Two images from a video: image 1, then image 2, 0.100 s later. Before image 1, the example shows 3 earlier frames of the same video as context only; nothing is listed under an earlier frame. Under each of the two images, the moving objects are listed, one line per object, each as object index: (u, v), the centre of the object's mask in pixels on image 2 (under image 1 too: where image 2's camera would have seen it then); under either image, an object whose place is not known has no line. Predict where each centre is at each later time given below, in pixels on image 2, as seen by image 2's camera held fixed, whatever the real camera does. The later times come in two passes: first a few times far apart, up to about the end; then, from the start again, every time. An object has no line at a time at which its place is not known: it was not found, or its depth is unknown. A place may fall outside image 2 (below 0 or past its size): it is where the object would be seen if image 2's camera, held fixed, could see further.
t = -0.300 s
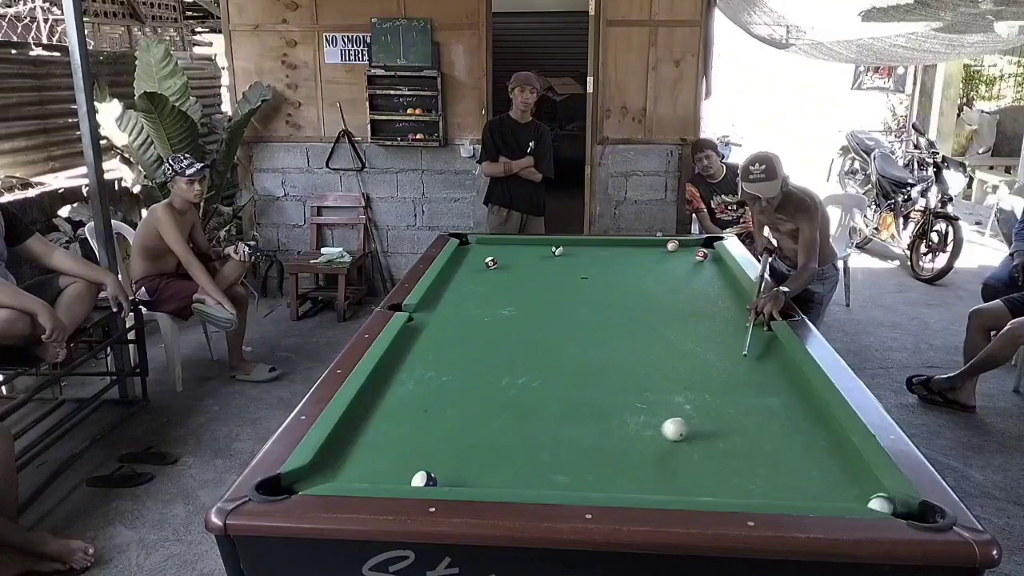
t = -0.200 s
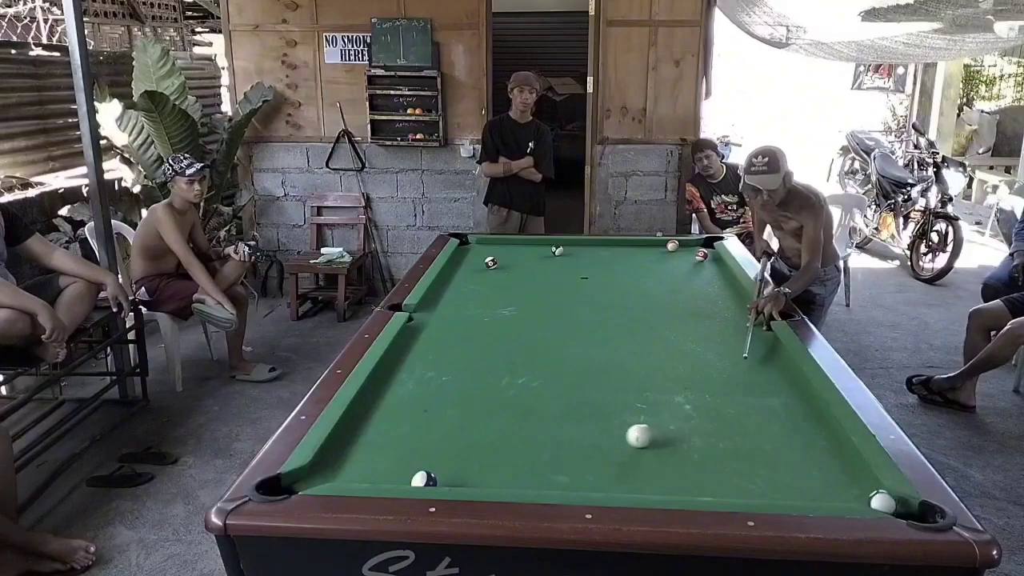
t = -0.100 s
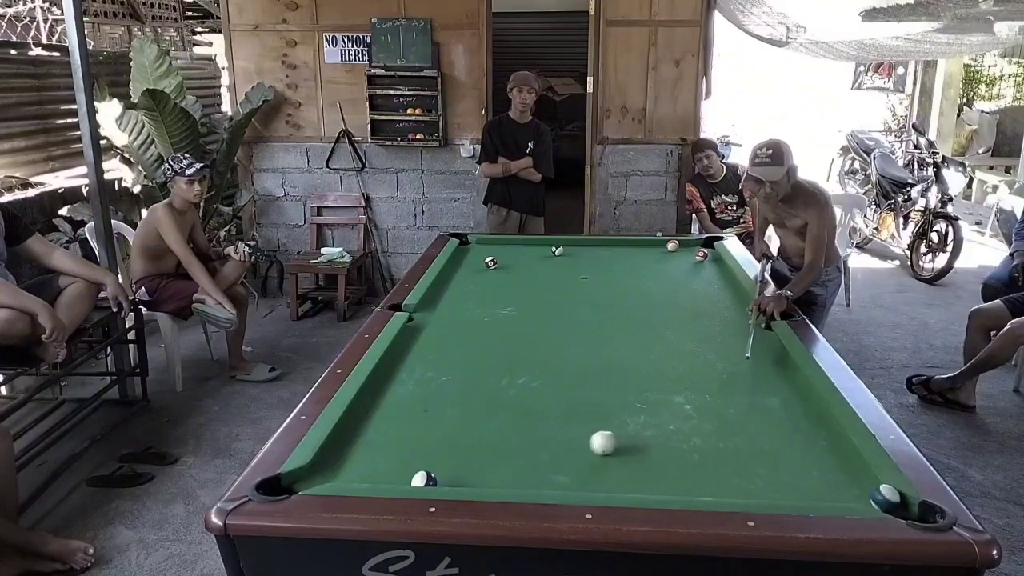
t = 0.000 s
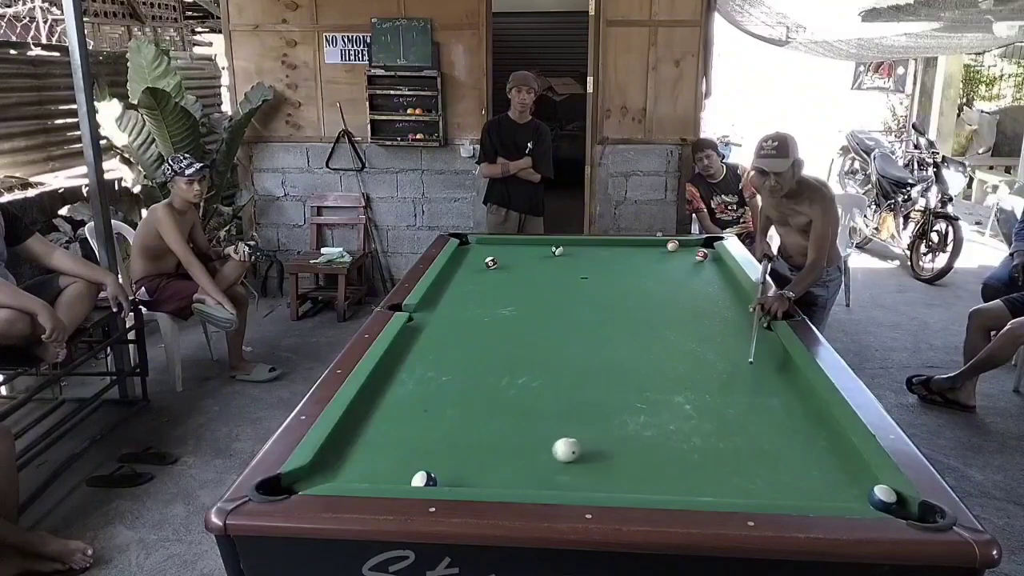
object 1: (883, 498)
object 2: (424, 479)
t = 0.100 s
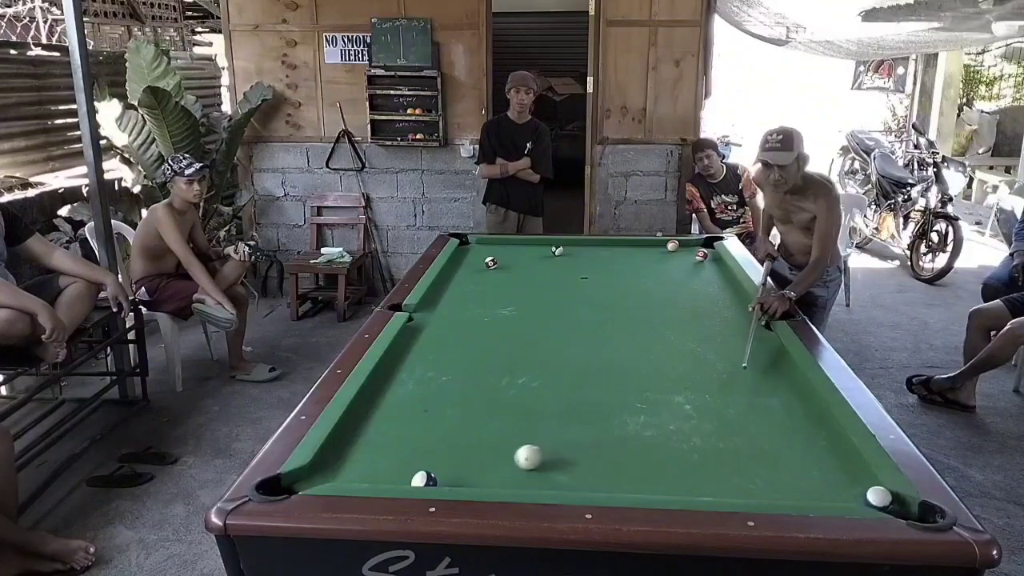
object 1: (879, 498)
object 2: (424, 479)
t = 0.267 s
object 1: (873, 500)
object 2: (424, 479)
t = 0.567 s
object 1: (868, 499)
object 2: (402, 475)
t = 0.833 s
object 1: (868, 499)
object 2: (381, 469)
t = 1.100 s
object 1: (868, 499)
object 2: (364, 462)
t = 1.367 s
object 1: (868, 500)
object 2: (349, 456)
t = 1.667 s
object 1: (868, 500)
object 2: (334, 450)
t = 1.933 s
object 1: (868, 500)
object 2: (336, 448)
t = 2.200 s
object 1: (868, 500)
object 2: (342, 447)
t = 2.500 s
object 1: (868, 500)
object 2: (345, 446)
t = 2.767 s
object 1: (868, 500)
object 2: (345, 446)
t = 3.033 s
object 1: (868, 500)
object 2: (345, 446)
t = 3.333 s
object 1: (868, 500)
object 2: (345, 446)
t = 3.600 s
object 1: (868, 500)
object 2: (345, 446)
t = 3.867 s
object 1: (868, 500)
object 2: (345, 446)
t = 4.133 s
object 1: (868, 500)
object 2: (345, 446)
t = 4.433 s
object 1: (868, 500)
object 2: (345, 446)
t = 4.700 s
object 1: (868, 500)
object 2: (345, 446)
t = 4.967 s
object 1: (868, 500)
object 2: (345, 446)
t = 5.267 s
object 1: (868, 500)
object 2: (344, 446)
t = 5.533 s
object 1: (868, 500)
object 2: (344, 446)
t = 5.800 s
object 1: (868, 500)
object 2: (344, 446)
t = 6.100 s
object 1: (868, 500)
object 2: (345, 446)
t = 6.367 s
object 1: (868, 500)
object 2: (344, 446)
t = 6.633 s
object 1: (868, 500)
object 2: (344, 446)
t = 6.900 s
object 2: (344, 446)
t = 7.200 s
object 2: (344, 446)
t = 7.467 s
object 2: (344, 446)
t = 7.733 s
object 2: (344, 446)
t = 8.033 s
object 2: (344, 446)
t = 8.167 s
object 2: (344, 446)
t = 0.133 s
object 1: (878, 498)
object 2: (424, 479)
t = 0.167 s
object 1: (875, 498)
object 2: (424, 479)
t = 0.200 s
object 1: (875, 499)
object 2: (424, 479)
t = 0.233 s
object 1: (874, 499)
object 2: (424, 479)
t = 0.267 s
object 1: (873, 500)
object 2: (424, 479)
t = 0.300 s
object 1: (872, 500)
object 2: (424, 479)
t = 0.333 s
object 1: (871, 500)
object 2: (422, 479)
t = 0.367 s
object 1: (870, 500)
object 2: (419, 478)
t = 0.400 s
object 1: (869, 500)
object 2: (416, 478)
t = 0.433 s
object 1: (869, 500)
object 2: (413, 477)
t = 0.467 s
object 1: (868, 500)
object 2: (410, 476)
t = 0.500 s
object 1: (868, 500)
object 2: (407, 476)
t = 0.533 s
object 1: (868, 499)
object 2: (404, 475)
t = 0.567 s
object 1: (868, 499)
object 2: (402, 475)
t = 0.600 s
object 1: (868, 499)
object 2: (399, 474)
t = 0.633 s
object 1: (868, 499)
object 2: (397, 473)
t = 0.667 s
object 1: (868, 499)
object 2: (394, 473)
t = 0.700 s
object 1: (868, 499)
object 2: (392, 472)
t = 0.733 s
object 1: (868, 499)
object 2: (389, 472)
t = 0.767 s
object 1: (868, 499)
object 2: (386, 470)
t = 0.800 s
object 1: (868, 499)
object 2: (384, 469)
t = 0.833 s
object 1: (868, 499)
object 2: (381, 469)
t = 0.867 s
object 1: (868, 499)
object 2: (379, 468)
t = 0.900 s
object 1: (868, 499)
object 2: (377, 467)
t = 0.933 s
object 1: (868, 499)
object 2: (375, 466)
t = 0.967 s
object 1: (868, 499)
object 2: (372, 465)
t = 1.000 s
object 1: (868, 499)
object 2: (370, 464)
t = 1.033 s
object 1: (868, 499)
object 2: (368, 464)
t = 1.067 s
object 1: (868, 499)
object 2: (366, 463)
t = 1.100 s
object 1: (868, 499)
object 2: (364, 462)
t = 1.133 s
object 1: (868, 499)
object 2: (362, 461)
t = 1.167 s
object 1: (868, 499)
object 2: (360, 461)
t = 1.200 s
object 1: (868, 499)
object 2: (358, 460)
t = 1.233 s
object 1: (868, 500)
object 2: (356, 459)
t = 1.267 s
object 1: (868, 499)
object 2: (354, 458)
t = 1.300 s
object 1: (868, 500)
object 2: (352, 458)
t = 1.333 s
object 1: (868, 499)
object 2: (351, 457)
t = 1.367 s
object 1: (868, 500)
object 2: (349, 456)
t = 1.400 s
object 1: (868, 500)
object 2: (347, 456)
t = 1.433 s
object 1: (868, 500)
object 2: (346, 455)
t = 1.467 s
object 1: (868, 500)
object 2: (344, 454)
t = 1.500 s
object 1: (868, 500)
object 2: (342, 454)
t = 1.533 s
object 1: (868, 500)
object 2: (341, 453)
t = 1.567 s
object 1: (868, 500)
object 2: (339, 452)
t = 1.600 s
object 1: (868, 500)
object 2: (337, 452)
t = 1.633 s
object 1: (868, 500)
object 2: (335, 451)
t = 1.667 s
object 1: (868, 500)
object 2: (334, 450)
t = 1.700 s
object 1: (868, 500)
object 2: (333, 450)
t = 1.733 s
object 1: (868, 500)
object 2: (332, 449)
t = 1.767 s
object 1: (868, 500)
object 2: (332, 449)
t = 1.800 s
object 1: (868, 500)
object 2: (333, 448)
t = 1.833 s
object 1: (868, 500)
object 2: (334, 448)
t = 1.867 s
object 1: (868, 500)
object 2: (334, 448)
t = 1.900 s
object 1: (868, 500)
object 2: (335, 448)
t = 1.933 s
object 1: (868, 500)
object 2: (336, 448)
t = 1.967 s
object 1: (868, 500)
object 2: (337, 448)
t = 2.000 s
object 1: (868, 500)
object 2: (338, 447)
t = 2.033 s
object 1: (868, 500)
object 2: (339, 447)
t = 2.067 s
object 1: (868, 500)
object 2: (339, 447)
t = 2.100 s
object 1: (868, 500)
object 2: (340, 447)
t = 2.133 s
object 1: (868, 500)
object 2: (340, 447)
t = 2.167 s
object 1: (868, 500)
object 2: (341, 447)
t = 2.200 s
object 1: (868, 500)
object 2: (342, 447)
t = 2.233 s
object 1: (868, 500)
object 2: (342, 447)
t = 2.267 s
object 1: (868, 500)
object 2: (343, 446)
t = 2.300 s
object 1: (868, 500)
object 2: (343, 446)
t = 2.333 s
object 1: (868, 500)
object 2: (344, 446)
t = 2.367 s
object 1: (868, 500)
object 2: (344, 446)
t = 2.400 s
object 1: (868, 500)
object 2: (344, 446)
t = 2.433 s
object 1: (868, 500)
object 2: (344, 446)
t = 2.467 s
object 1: (868, 500)
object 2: (344, 446)
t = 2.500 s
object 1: (868, 500)
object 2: (345, 446)
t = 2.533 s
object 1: (868, 500)
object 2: (345, 446)
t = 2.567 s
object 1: (868, 500)
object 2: (345, 446)
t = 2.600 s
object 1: (868, 500)
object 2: (345, 446)
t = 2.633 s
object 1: (868, 500)
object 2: (345, 446)
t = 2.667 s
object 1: (868, 500)
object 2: (345, 446)
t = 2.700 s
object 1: (868, 500)
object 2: (345, 446)
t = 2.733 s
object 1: (868, 500)
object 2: (345, 446)
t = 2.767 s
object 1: (868, 500)
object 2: (345, 446)
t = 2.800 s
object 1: (868, 500)
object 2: (345, 446)
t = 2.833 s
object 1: (868, 500)
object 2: (345, 446)
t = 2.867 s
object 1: (868, 500)
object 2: (345, 446)
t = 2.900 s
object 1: (868, 500)
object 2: (345, 446)
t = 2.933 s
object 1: (868, 500)
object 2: (345, 446)
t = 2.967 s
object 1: (868, 500)
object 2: (345, 446)
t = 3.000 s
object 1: (868, 500)
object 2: (345, 446)
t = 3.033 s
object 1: (868, 500)
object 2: (345, 446)
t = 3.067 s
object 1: (868, 500)
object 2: (345, 446)
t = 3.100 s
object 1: (868, 500)
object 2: (345, 446)
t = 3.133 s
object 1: (868, 500)
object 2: (345, 446)
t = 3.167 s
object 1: (868, 500)
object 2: (345, 446)
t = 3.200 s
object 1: (868, 500)
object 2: (345, 446)
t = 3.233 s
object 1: (868, 500)
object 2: (345, 446)
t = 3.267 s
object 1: (868, 500)
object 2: (345, 446)
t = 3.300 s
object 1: (868, 500)
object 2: (345, 446)
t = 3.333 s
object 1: (868, 500)
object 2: (345, 446)
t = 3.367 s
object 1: (868, 500)
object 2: (345, 446)
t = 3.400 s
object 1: (868, 500)
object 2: (345, 446)
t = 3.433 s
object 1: (868, 500)
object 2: (345, 446)
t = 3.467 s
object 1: (868, 500)
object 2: (345, 446)
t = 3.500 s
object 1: (868, 500)
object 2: (345, 446)
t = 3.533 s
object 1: (868, 500)
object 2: (345, 446)
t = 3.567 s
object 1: (868, 500)
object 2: (345, 446)
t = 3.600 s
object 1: (868, 500)
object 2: (345, 446)
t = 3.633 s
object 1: (868, 500)
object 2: (345, 446)
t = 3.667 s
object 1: (868, 500)
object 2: (345, 446)
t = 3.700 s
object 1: (868, 500)
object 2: (345, 446)
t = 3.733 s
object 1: (868, 500)
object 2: (345, 446)
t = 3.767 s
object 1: (868, 500)
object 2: (345, 446)
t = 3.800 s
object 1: (868, 500)
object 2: (345, 446)
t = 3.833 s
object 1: (868, 500)
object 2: (345, 446)
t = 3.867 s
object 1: (868, 500)
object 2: (345, 446)
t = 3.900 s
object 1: (868, 500)
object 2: (345, 446)
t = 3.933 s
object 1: (868, 500)
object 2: (345, 446)
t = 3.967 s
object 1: (868, 500)
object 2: (345, 446)
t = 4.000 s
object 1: (868, 500)
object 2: (345, 446)
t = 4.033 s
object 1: (868, 500)
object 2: (345, 446)
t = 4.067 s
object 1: (868, 500)
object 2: (345, 446)
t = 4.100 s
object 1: (868, 500)
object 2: (345, 446)
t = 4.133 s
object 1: (868, 500)
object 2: (345, 446)
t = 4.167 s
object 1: (868, 500)
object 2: (345, 446)
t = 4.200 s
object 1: (868, 500)
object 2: (345, 446)
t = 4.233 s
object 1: (868, 500)
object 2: (345, 446)
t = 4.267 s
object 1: (868, 500)
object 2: (345, 446)
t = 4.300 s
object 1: (868, 500)
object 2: (345, 446)
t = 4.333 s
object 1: (868, 500)
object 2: (345, 446)
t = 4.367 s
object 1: (868, 500)
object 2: (345, 446)
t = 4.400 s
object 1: (868, 500)
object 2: (345, 446)
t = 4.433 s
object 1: (868, 500)
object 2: (345, 446)
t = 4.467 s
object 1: (868, 500)
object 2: (345, 446)
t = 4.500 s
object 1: (868, 500)
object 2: (345, 446)
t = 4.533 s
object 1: (868, 500)
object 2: (345, 446)
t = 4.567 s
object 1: (868, 500)
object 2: (345, 446)
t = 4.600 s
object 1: (868, 500)
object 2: (345, 446)
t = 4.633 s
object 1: (868, 500)
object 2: (345, 446)
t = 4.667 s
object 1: (868, 500)
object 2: (345, 446)
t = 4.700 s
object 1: (868, 500)
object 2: (345, 446)
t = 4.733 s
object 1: (868, 500)
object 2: (345, 446)
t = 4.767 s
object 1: (868, 500)
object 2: (345, 446)
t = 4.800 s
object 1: (868, 500)
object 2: (345, 446)
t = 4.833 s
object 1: (868, 500)
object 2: (345, 446)
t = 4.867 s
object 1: (868, 500)
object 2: (345, 446)
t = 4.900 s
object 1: (868, 500)
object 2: (345, 446)
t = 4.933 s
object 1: (868, 500)
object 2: (345, 446)
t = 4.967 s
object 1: (868, 500)
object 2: (345, 446)
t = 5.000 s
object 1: (868, 500)
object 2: (345, 446)
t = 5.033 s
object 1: (868, 500)
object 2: (345, 446)
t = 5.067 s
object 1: (868, 500)
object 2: (345, 446)
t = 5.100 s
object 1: (868, 500)
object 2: (344, 446)
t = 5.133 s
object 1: (868, 500)
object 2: (344, 446)
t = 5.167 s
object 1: (868, 500)
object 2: (344, 446)
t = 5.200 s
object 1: (868, 500)
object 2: (344, 446)
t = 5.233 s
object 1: (868, 500)
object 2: (344, 446)
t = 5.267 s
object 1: (868, 500)
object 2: (344, 446)
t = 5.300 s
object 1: (868, 500)
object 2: (344, 446)
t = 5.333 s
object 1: (868, 500)
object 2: (344, 446)
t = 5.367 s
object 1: (868, 500)
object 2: (344, 446)
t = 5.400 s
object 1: (868, 500)
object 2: (344, 446)
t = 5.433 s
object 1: (868, 500)
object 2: (344, 446)
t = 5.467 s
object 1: (868, 500)
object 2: (344, 446)
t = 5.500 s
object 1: (868, 500)
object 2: (344, 446)
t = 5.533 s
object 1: (868, 500)
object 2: (344, 446)
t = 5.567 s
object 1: (868, 500)
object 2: (344, 446)
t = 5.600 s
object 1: (868, 500)
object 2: (344, 446)
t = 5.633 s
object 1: (868, 500)
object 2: (344, 446)
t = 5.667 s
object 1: (868, 500)
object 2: (344, 446)
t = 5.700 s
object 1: (868, 500)
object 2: (344, 446)
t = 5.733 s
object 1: (868, 500)
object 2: (344, 446)
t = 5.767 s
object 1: (868, 500)
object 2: (344, 446)
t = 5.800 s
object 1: (868, 500)
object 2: (344, 446)
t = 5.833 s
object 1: (868, 500)
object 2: (344, 446)
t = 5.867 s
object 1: (868, 500)
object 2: (345, 446)
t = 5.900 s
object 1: (868, 500)
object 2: (345, 446)
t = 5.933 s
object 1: (868, 500)
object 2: (345, 446)
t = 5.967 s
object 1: (868, 500)
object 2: (345, 446)
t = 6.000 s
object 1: (868, 500)
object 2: (345, 446)
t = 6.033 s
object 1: (868, 500)
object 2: (345, 446)
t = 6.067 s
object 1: (868, 500)
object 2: (345, 446)
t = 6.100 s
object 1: (868, 500)
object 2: (345, 446)
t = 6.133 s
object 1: (868, 500)
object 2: (345, 446)
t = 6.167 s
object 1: (868, 500)
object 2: (345, 446)
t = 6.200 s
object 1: (868, 500)
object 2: (345, 446)
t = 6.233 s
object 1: (868, 500)
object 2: (345, 446)
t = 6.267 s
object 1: (868, 500)
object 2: (344, 446)
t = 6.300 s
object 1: (868, 500)
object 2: (344, 446)
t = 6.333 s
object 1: (868, 500)
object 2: (344, 446)
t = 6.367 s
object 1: (868, 500)
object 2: (344, 446)
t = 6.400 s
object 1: (868, 500)
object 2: (344, 446)
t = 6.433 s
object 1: (868, 500)
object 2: (344, 446)
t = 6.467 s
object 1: (868, 500)
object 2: (345, 446)
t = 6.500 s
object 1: (868, 500)
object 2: (345, 446)
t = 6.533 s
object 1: (868, 500)
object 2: (344, 446)
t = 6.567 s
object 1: (868, 500)
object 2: (344, 446)
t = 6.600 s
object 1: (868, 500)
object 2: (344, 446)
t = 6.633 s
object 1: (868, 500)
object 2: (344, 446)
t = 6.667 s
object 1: (868, 500)
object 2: (344, 446)
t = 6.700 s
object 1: (868, 500)
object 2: (344, 446)
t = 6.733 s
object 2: (344, 446)
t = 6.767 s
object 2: (344, 446)
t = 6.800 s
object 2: (344, 446)
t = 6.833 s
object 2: (344, 446)
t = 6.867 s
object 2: (344, 446)
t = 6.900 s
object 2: (344, 446)
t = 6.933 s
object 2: (344, 446)
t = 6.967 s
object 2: (344, 446)
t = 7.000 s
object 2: (344, 446)
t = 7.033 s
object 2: (344, 446)
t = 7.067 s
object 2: (344, 446)
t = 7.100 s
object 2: (344, 446)
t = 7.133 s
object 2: (344, 446)
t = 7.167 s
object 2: (344, 446)
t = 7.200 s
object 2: (344, 446)
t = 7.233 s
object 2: (344, 446)
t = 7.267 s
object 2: (344, 446)
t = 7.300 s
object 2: (344, 446)
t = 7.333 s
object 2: (344, 446)
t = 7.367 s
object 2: (344, 446)
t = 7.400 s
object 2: (344, 446)
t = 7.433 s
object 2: (344, 446)
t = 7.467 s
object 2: (344, 446)
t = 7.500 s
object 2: (344, 446)
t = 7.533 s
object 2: (344, 446)
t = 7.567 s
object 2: (344, 446)
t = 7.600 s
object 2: (344, 446)
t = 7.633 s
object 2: (344, 446)
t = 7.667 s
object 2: (344, 446)
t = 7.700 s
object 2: (344, 446)
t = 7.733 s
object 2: (344, 446)
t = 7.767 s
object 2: (344, 446)
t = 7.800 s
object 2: (344, 446)
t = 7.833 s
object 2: (344, 446)
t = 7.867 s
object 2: (344, 446)
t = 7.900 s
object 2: (344, 446)
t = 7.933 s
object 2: (344, 446)
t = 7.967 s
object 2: (344, 446)
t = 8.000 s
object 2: (344, 446)
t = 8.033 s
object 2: (344, 446)
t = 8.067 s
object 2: (344, 446)
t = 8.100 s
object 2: (344, 446)
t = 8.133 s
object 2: (344, 446)
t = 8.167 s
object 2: (344, 446)
